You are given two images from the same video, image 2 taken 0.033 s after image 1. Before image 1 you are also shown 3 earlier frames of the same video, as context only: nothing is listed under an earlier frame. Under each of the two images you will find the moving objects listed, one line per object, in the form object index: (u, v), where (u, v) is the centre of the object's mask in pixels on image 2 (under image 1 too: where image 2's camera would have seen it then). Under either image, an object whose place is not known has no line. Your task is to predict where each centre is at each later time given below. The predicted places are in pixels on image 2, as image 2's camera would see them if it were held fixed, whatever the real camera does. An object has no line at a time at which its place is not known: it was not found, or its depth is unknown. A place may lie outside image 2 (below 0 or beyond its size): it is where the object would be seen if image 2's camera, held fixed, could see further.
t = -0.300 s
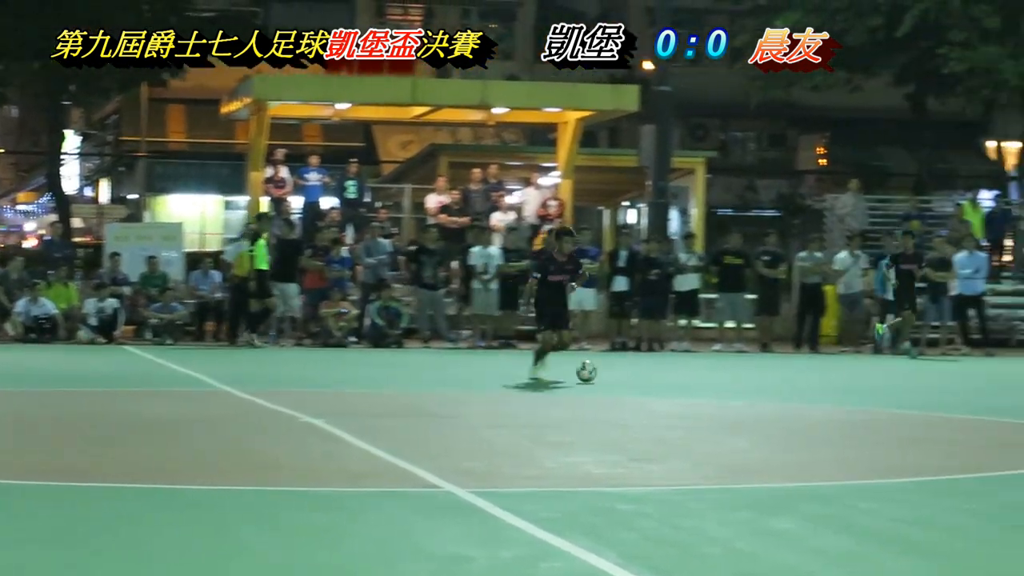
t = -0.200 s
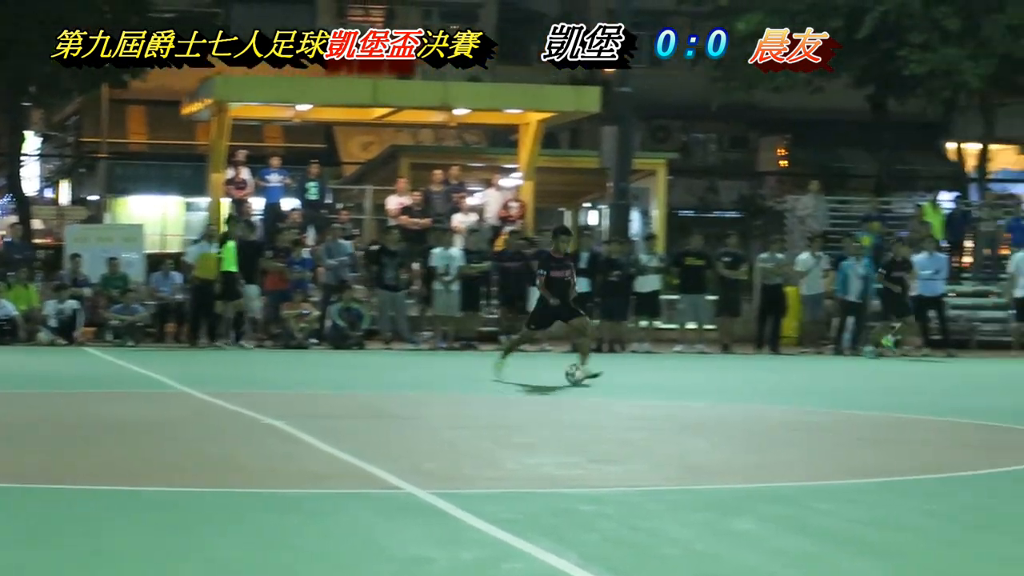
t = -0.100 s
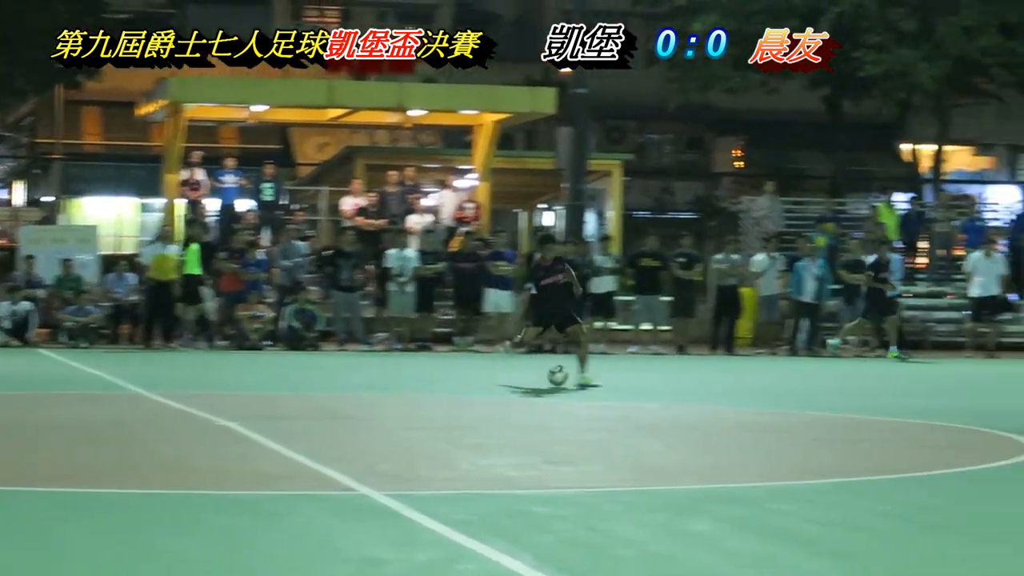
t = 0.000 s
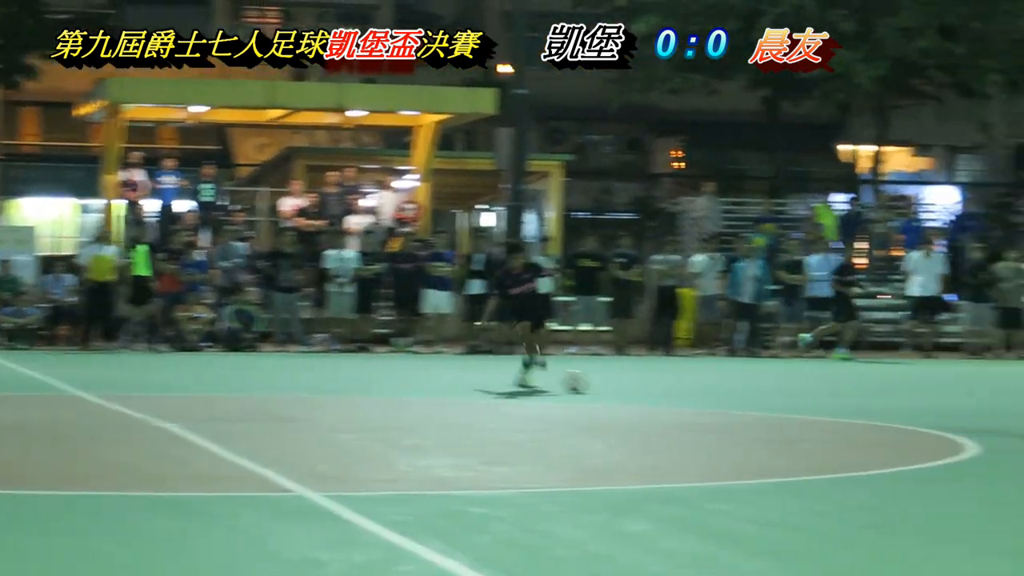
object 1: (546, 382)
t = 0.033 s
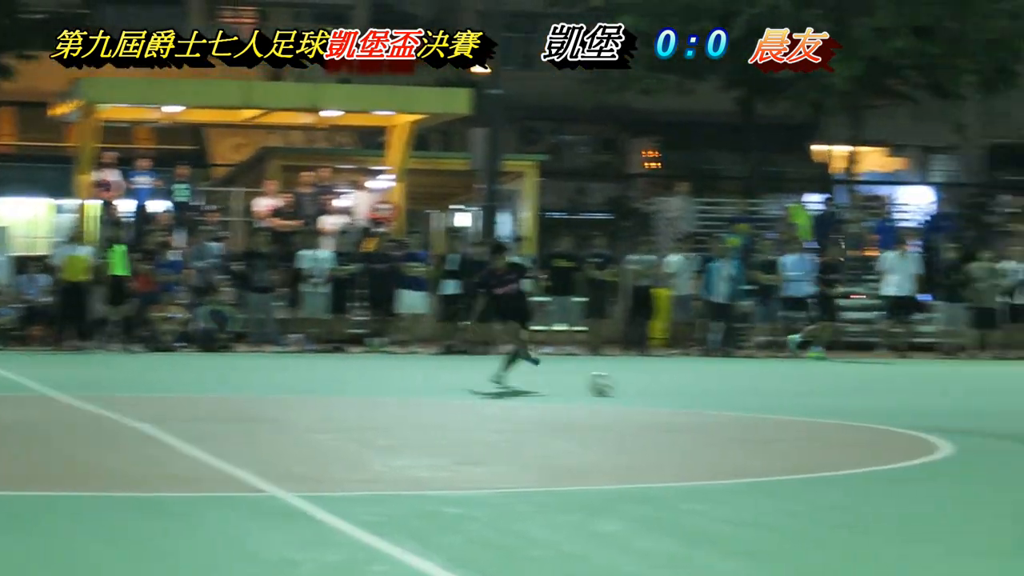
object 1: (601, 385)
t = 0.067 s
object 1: (660, 389)
